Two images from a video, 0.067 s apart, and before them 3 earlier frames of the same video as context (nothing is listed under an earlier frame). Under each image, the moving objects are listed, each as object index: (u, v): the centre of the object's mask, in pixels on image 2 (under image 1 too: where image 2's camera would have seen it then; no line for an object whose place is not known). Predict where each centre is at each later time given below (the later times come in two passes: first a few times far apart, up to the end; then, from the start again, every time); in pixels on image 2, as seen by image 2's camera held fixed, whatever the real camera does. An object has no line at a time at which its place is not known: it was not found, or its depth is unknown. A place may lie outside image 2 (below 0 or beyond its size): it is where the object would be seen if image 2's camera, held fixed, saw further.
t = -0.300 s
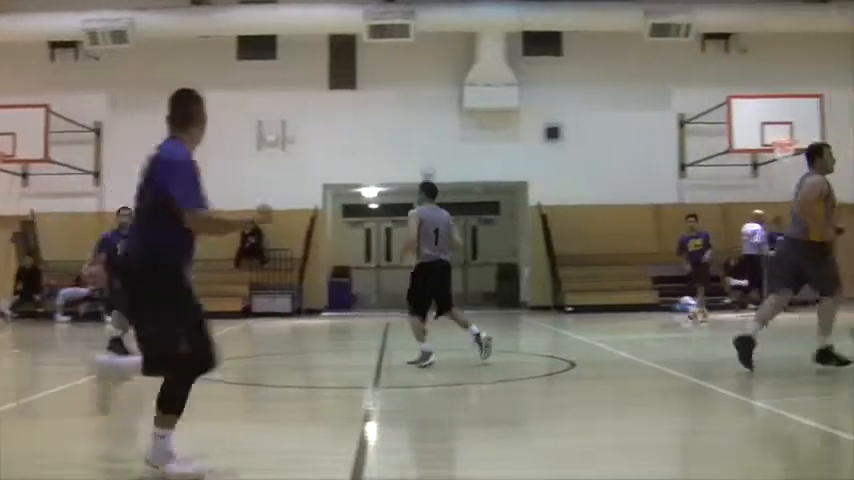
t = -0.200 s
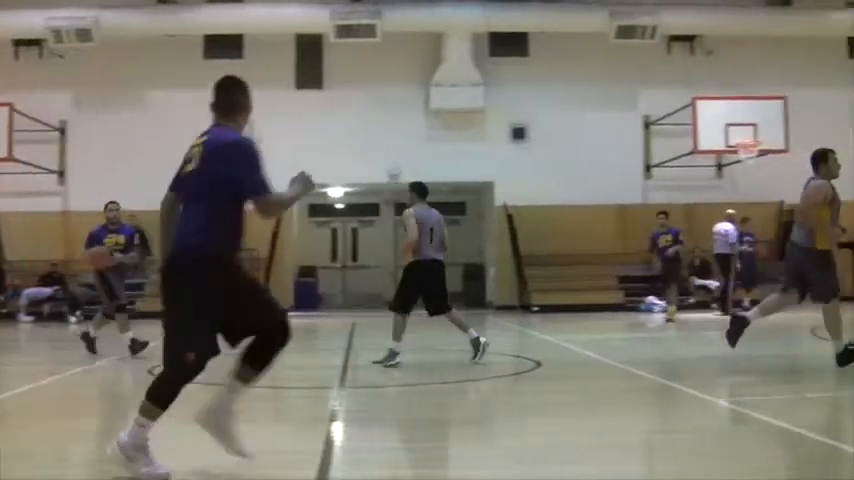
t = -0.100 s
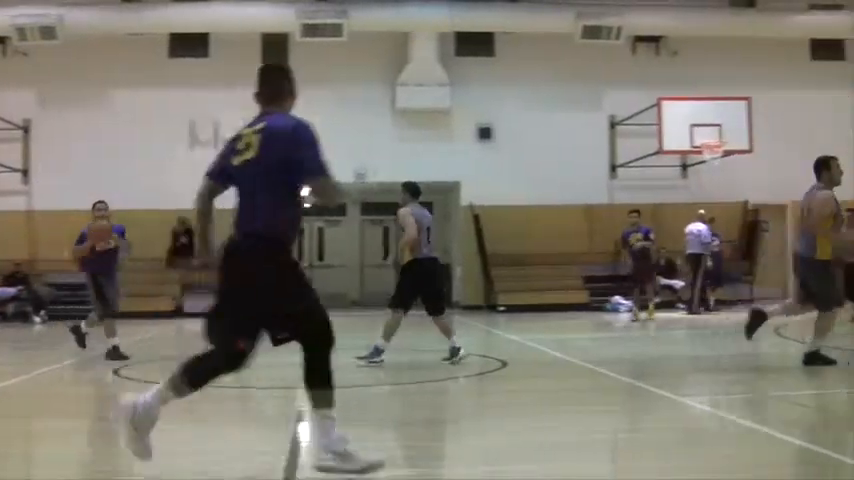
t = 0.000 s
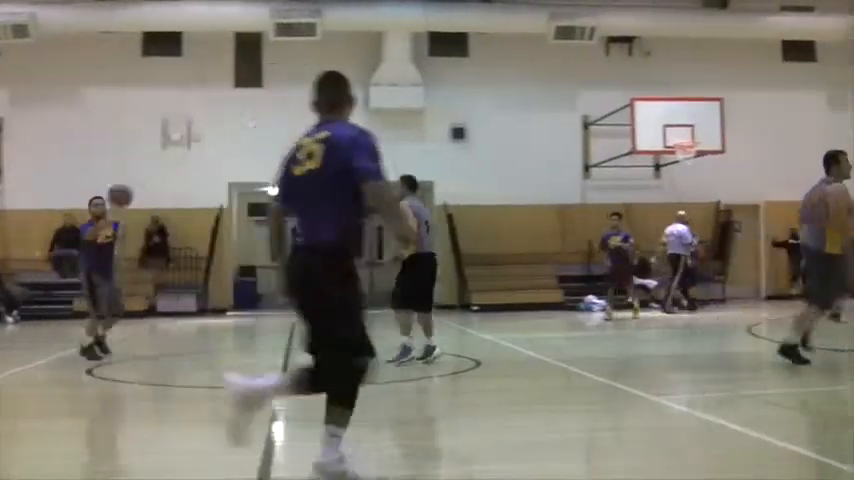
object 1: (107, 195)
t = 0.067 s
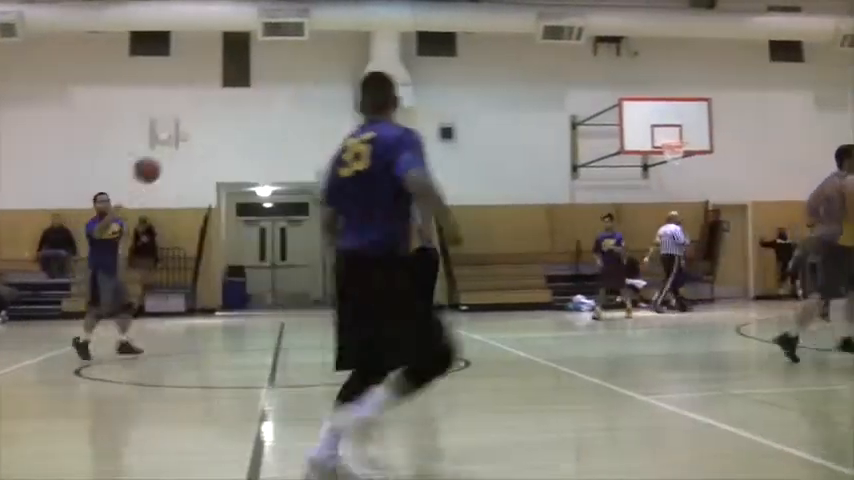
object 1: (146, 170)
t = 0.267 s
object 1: (291, 105)
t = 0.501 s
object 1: (540, 64)
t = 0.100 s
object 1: (168, 157)
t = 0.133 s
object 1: (190, 146)
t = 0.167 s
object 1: (213, 135)
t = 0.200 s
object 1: (238, 124)
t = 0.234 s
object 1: (264, 115)
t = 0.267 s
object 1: (291, 105)
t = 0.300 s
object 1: (320, 97)
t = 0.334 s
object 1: (351, 89)
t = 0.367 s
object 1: (384, 81)
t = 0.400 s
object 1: (419, 77)
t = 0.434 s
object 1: (457, 70)
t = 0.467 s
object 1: (496, 67)
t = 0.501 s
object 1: (540, 64)
